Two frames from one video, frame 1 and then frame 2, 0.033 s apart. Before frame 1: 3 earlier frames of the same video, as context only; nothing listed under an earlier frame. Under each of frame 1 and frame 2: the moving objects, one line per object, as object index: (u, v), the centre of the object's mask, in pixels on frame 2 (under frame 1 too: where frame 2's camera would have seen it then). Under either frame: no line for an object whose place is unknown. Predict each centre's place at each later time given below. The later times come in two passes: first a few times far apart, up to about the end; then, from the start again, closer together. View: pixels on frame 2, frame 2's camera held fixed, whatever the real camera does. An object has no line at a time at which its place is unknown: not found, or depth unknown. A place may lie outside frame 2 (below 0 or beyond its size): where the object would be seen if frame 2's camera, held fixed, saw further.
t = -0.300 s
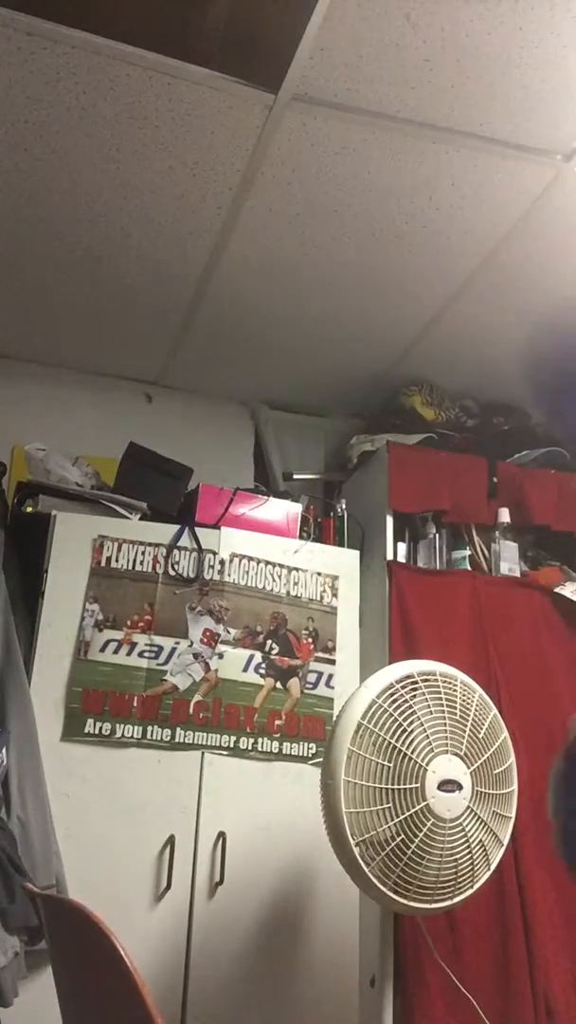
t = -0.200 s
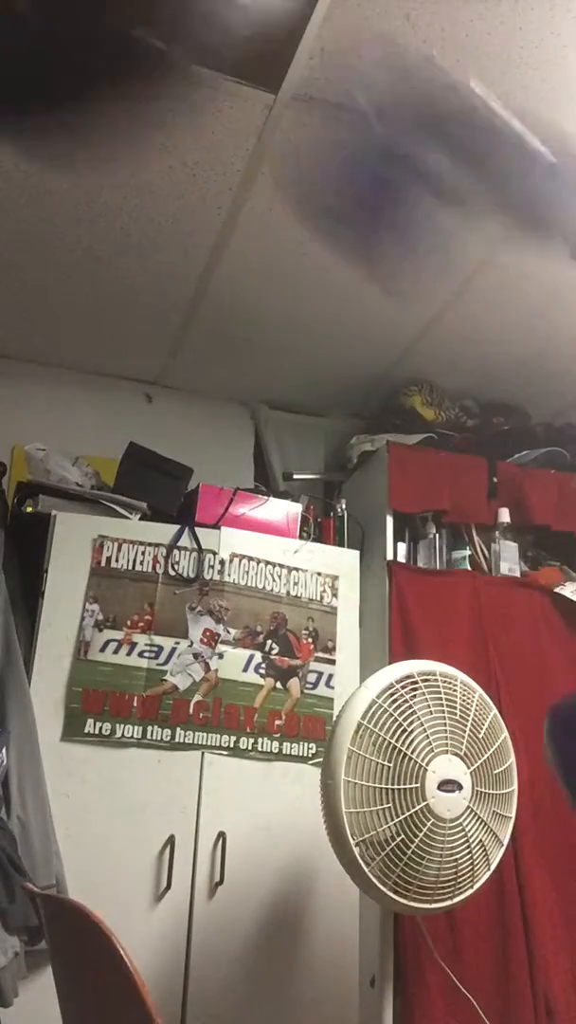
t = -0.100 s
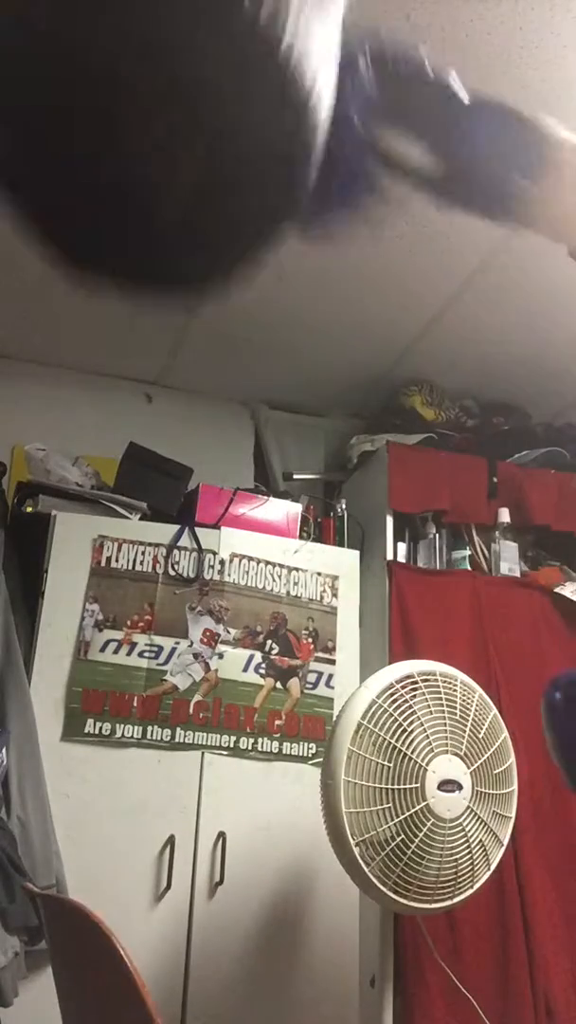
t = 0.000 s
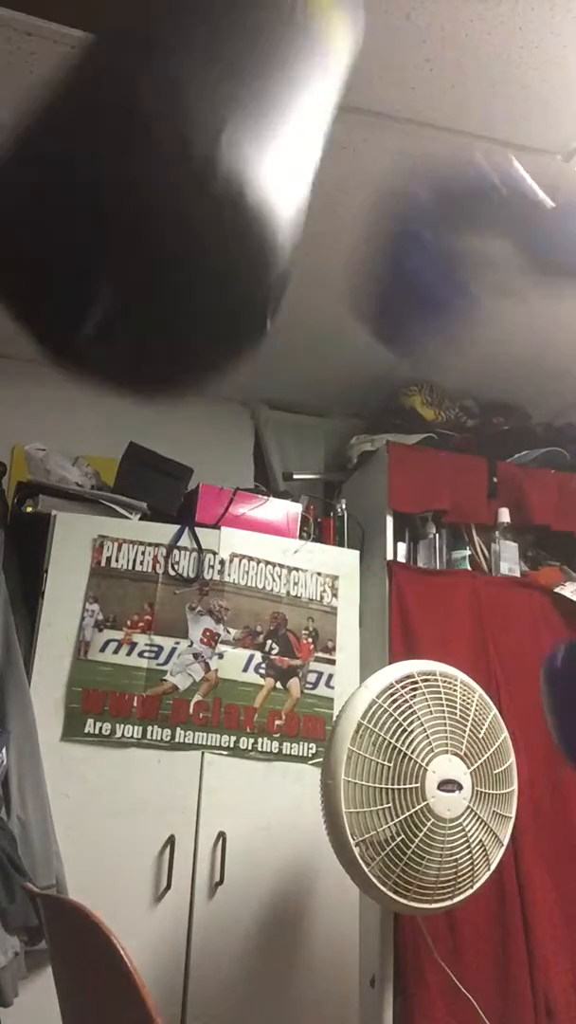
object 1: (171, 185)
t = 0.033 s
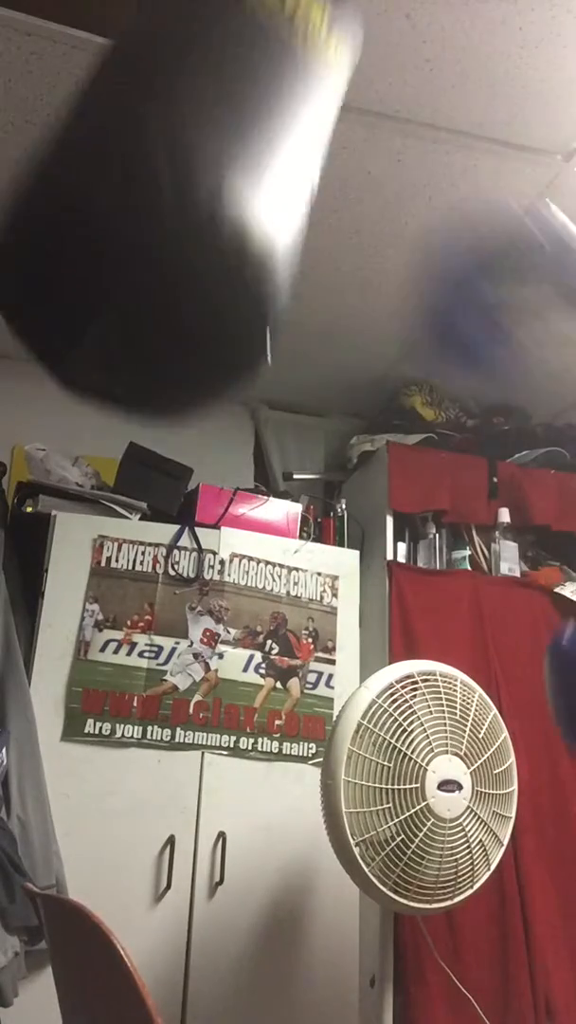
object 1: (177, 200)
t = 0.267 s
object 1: (227, 254)
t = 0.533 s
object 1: (272, 257)
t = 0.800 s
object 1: (309, 248)
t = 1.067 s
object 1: (343, 201)
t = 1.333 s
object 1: (221, 85)
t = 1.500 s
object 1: (169, 84)
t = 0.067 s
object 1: (184, 216)
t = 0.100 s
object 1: (190, 227)
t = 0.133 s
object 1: (198, 235)
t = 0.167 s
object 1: (206, 240)
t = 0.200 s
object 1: (213, 248)
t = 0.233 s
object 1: (220, 251)
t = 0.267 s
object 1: (227, 254)
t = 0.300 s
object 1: (234, 252)
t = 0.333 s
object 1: (241, 254)
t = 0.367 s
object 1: (246, 254)
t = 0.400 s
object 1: (251, 257)
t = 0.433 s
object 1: (256, 257)
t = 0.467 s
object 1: (262, 258)
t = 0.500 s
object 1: (268, 258)
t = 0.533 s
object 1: (272, 257)
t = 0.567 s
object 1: (277, 258)
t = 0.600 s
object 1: (280, 258)
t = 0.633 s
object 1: (284, 257)
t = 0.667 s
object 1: (289, 257)
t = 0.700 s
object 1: (294, 256)
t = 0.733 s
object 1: (298, 254)
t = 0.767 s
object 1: (303, 250)
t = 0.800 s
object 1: (309, 248)
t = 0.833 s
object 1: (318, 246)
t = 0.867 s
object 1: (325, 243)
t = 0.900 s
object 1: (333, 240)
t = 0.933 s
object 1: (340, 235)
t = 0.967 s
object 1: (344, 224)
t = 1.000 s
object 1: (346, 217)
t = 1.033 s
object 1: (346, 207)
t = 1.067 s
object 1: (343, 201)
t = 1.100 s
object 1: (337, 190)
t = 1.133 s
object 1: (327, 172)
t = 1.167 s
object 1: (313, 157)
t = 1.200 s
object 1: (296, 140)
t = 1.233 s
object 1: (276, 123)
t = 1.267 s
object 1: (257, 108)
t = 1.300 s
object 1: (230, 97)
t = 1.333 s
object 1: (221, 85)
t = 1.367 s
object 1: (205, 79)
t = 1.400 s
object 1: (192, 76)
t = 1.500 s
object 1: (169, 84)
